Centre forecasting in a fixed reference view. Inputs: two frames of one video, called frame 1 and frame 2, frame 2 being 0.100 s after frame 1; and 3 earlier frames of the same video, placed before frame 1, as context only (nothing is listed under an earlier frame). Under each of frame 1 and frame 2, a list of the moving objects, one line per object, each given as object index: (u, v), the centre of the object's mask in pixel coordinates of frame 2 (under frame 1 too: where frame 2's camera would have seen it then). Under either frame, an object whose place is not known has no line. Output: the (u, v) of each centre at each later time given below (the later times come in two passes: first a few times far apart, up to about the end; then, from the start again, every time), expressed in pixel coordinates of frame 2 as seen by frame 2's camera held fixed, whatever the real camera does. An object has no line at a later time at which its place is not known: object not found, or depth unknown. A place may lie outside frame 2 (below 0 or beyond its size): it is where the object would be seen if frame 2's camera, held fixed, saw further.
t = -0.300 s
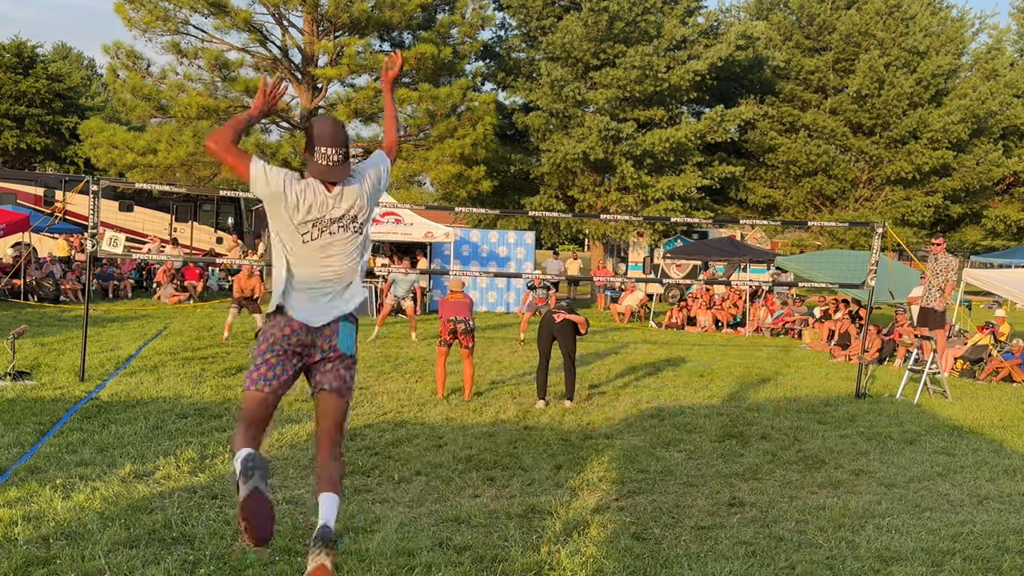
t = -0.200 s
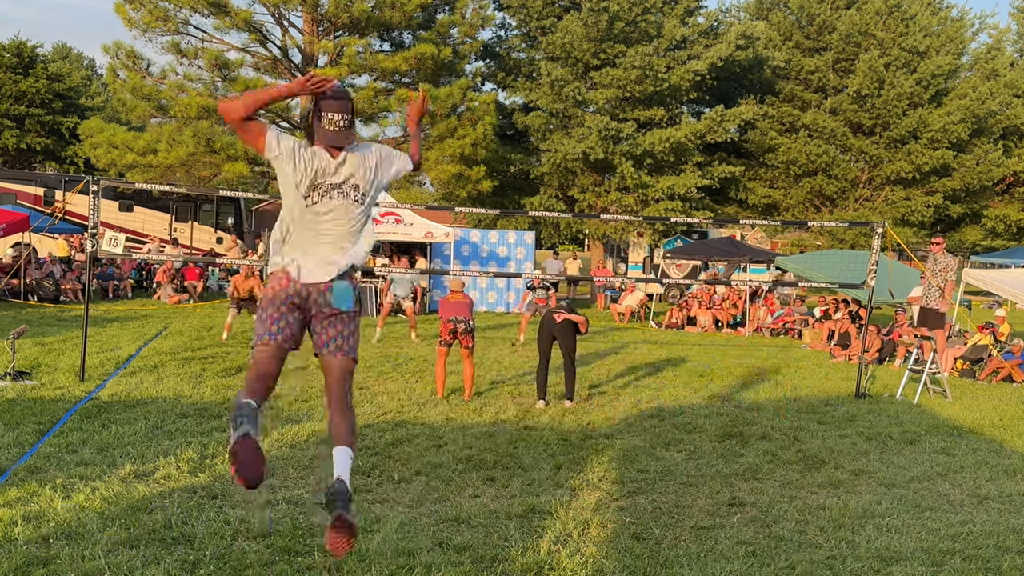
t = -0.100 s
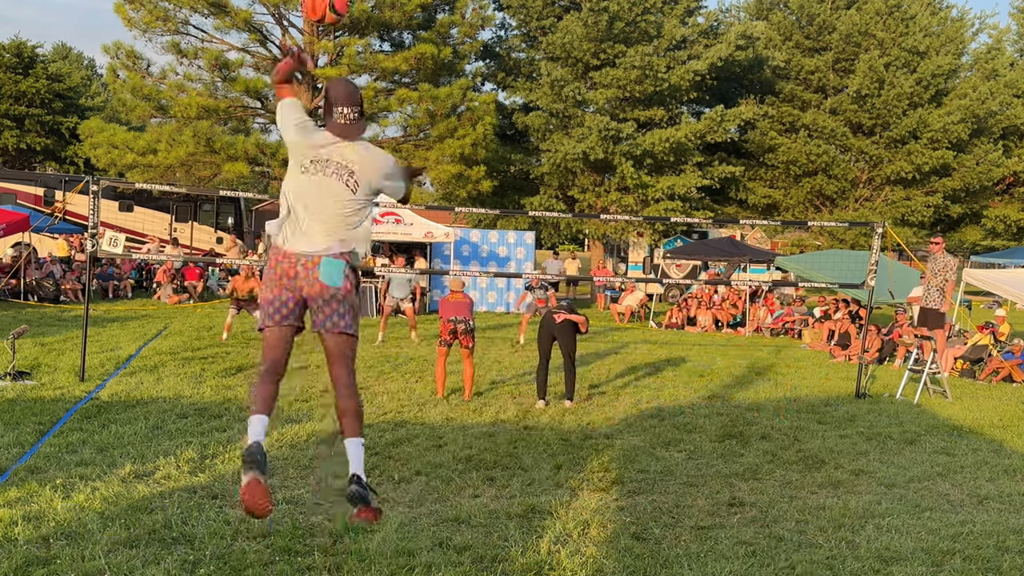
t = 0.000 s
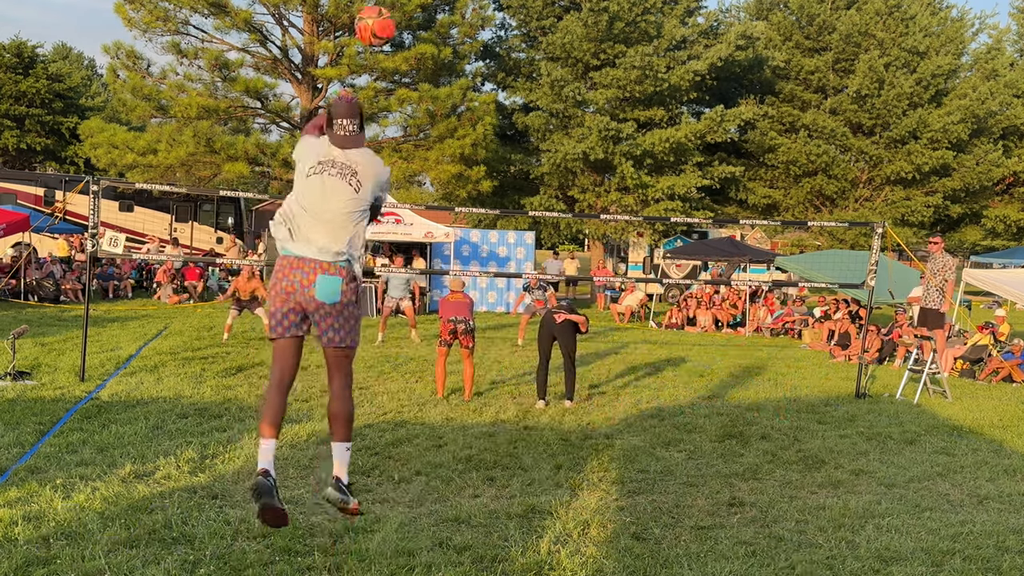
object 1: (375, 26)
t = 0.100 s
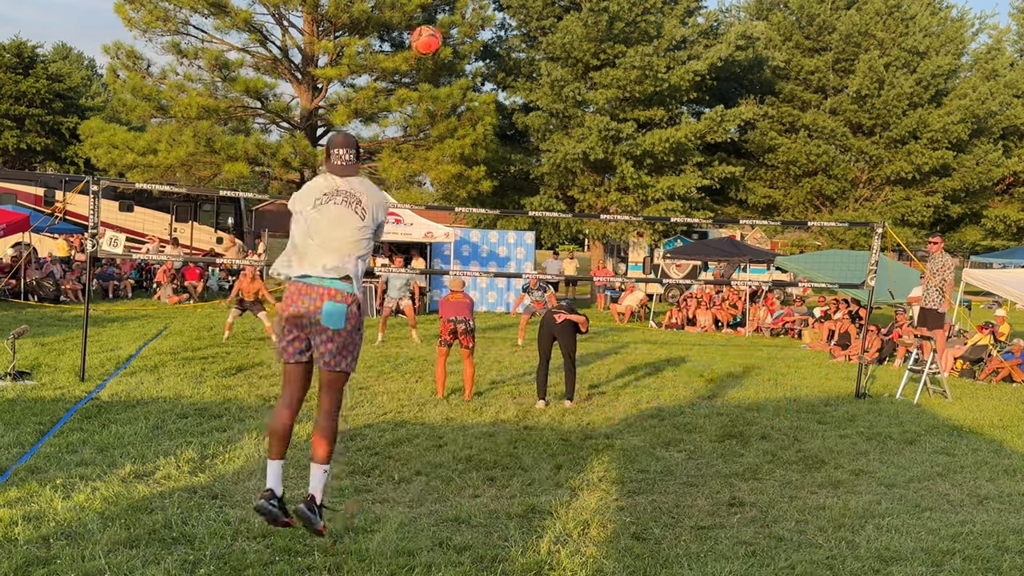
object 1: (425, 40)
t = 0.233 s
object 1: (465, 69)
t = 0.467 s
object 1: (491, 128)
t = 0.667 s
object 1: (499, 185)
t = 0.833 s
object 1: (504, 236)
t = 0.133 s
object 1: (439, 47)
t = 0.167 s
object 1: (449, 54)
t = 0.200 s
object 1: (458, 61)
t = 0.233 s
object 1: (465, 69)
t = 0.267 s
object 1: (471, 77)
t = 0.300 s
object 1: (476, 84)
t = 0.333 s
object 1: (480, 93)
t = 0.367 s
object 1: (484, 101)
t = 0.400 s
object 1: (486, 110)
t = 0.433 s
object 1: (489, 119)
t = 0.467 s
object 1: (491, 128)
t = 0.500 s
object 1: (494, 138)
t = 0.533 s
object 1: (495, 147)
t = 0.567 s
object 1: (497, 157)
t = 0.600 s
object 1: (497, 166)
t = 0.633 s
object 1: (499, 175)
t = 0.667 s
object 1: (499, 185)
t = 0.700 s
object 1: (499, 195)
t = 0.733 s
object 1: (501, 204)
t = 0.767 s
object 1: (501, 218)
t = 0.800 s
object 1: (503, 226)
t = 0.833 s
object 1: (504, 236)
